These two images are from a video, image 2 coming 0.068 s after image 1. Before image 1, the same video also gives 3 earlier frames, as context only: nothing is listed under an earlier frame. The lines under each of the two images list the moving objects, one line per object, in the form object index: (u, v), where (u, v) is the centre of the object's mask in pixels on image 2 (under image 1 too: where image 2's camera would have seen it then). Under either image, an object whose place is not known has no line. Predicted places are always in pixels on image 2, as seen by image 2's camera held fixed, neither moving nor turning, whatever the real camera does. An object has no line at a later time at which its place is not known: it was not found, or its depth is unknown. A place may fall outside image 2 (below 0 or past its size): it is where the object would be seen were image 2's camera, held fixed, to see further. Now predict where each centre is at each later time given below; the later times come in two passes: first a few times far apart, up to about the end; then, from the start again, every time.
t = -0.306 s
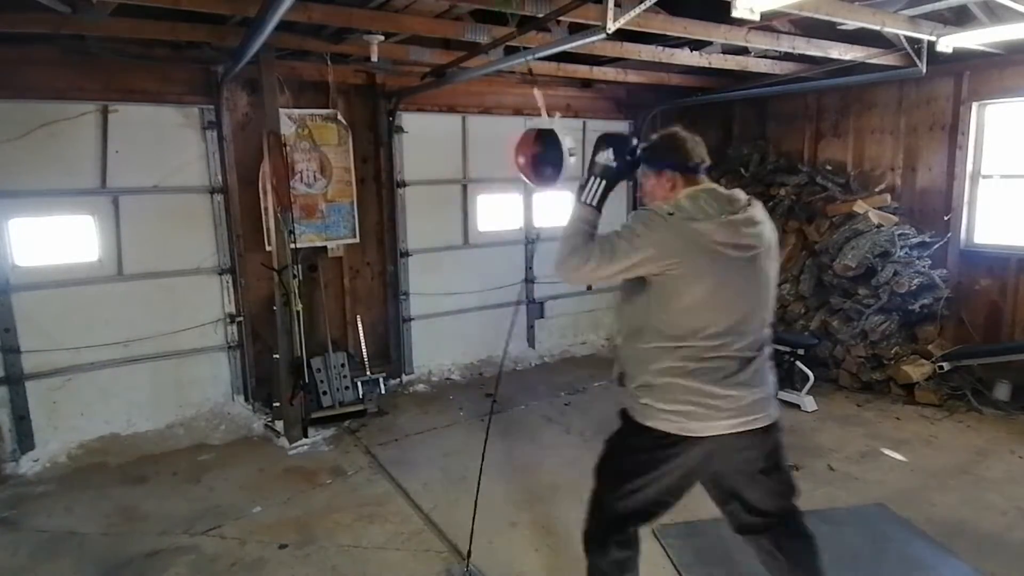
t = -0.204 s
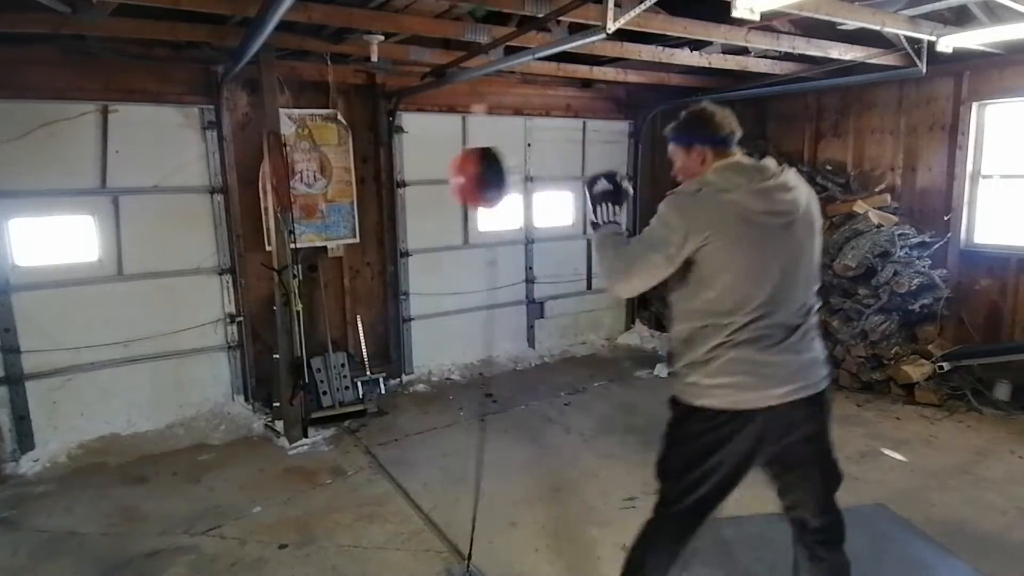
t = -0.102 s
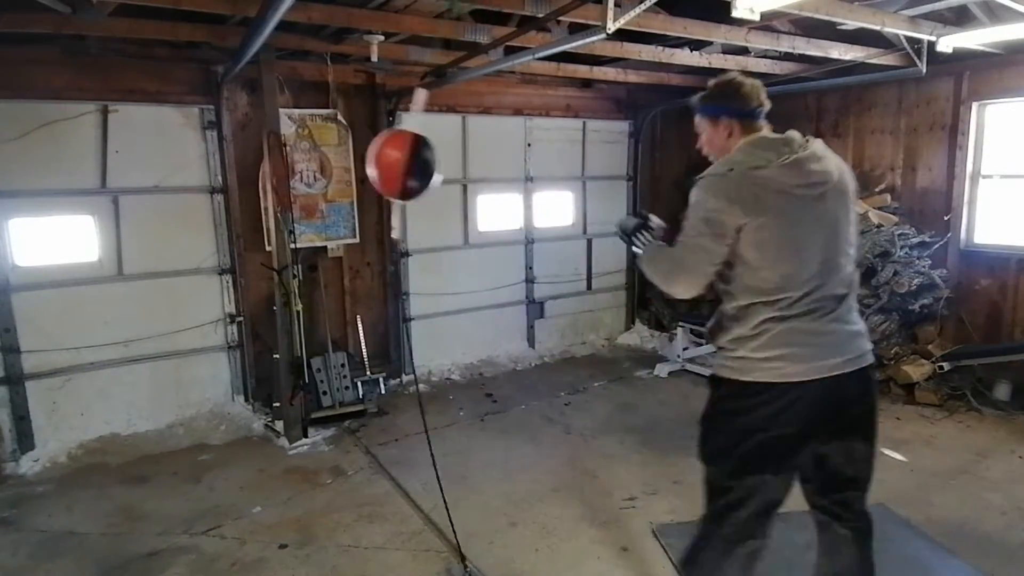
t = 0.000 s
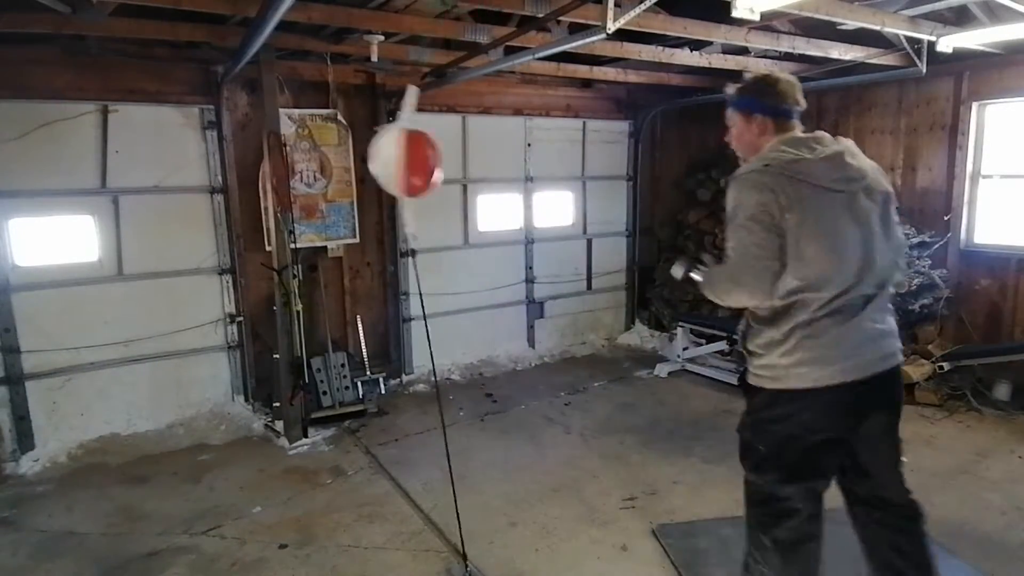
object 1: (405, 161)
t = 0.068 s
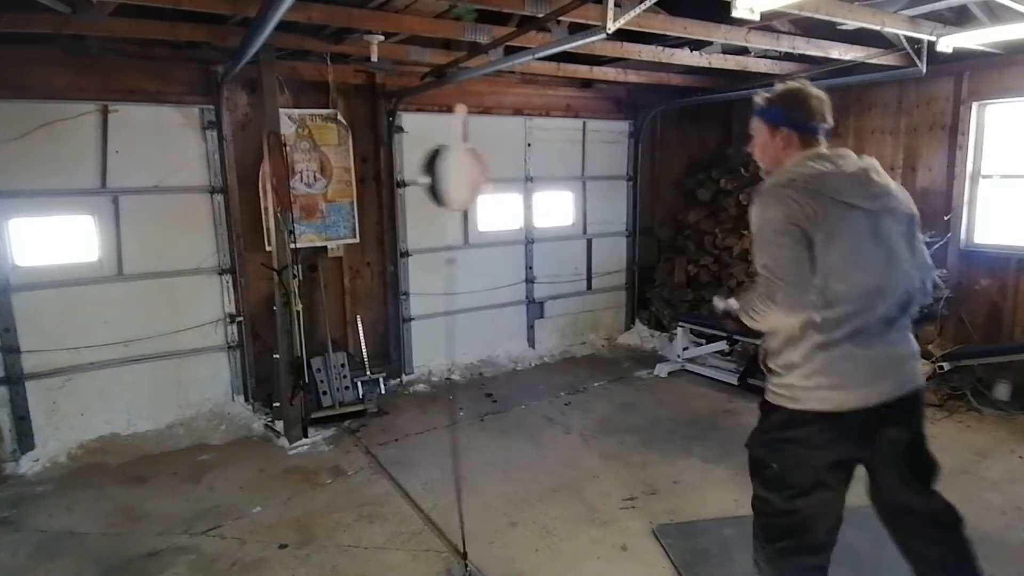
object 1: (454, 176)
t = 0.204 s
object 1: (531, 166)
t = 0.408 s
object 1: (446, 174)
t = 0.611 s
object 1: (447, 176)
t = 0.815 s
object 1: (518, 169)
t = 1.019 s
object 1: (420, 174)
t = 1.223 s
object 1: (479, 178)
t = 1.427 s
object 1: (493, 176)
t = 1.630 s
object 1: (423, 173)
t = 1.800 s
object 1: (473, 178)
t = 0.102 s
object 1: (478, 175)
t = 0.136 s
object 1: (499, 171)
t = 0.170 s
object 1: (515, 169)
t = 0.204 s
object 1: (531, 166)
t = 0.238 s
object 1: (528, 164)
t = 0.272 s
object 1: (519, 165)
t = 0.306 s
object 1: (489, 173)
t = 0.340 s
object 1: (476, 179)
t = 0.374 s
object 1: (460, 178)
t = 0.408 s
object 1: (446, 174)
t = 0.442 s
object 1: (425, 171)
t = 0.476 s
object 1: (410, 169)
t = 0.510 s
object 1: (407, 168)
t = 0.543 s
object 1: (413, 170)
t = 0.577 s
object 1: (430, 173)
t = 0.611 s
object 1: (447, 176)
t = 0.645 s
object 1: (466, 177)
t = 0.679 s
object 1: (484, 176)
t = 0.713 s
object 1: (502, 174)
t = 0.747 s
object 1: (516, 170)
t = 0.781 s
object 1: (520, 168)
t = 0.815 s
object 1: (518, 169)
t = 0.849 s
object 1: (510, 172)
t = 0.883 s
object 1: (489, 177)
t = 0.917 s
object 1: (475, 178)
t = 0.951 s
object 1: (452, 178)
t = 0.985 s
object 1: (435, 176)
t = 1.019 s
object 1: (420, 174)
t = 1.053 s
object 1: (412, 171)
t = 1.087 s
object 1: (415, 171)
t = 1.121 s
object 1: (428, 173)
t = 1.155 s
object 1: (446, 176)
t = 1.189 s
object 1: (462, 178)
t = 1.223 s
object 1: (479, 178)
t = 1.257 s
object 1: (494, 176)
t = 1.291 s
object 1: (506, 174)
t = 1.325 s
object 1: (519, 172)
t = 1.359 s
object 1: (511, 172)
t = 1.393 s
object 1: (504, 173)
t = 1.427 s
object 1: (493, 176)
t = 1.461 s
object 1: (478, 178)
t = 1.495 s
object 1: (464, 178)
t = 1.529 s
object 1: (449, 177)
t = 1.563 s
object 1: (435, 176)
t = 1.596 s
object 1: (428, 174)
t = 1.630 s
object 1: (423, 173)
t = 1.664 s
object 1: (427, 174)
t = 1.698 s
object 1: (439, 175)
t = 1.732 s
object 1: (451, 177)
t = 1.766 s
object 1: (465, 178)
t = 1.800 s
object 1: (473, 178)
